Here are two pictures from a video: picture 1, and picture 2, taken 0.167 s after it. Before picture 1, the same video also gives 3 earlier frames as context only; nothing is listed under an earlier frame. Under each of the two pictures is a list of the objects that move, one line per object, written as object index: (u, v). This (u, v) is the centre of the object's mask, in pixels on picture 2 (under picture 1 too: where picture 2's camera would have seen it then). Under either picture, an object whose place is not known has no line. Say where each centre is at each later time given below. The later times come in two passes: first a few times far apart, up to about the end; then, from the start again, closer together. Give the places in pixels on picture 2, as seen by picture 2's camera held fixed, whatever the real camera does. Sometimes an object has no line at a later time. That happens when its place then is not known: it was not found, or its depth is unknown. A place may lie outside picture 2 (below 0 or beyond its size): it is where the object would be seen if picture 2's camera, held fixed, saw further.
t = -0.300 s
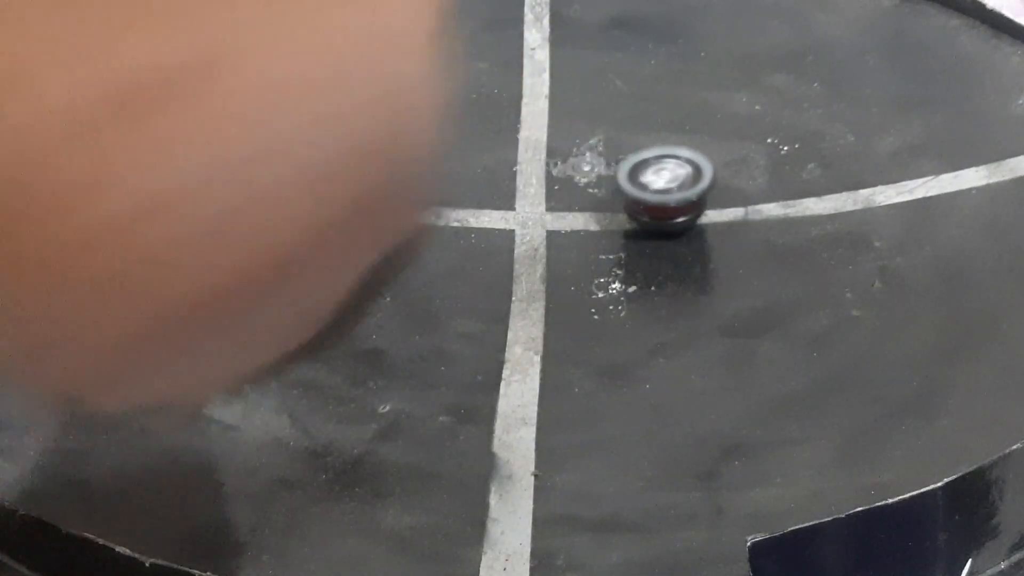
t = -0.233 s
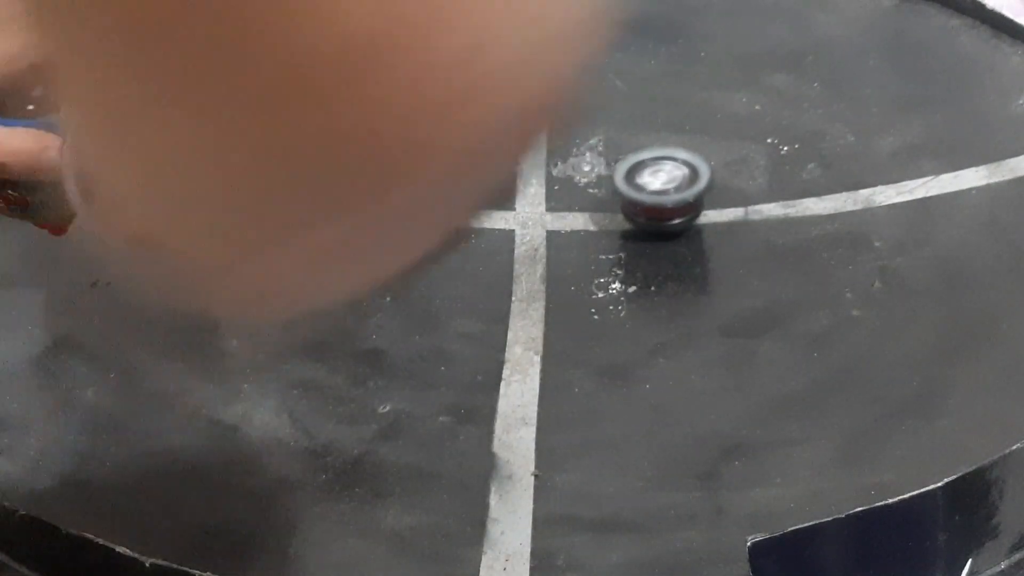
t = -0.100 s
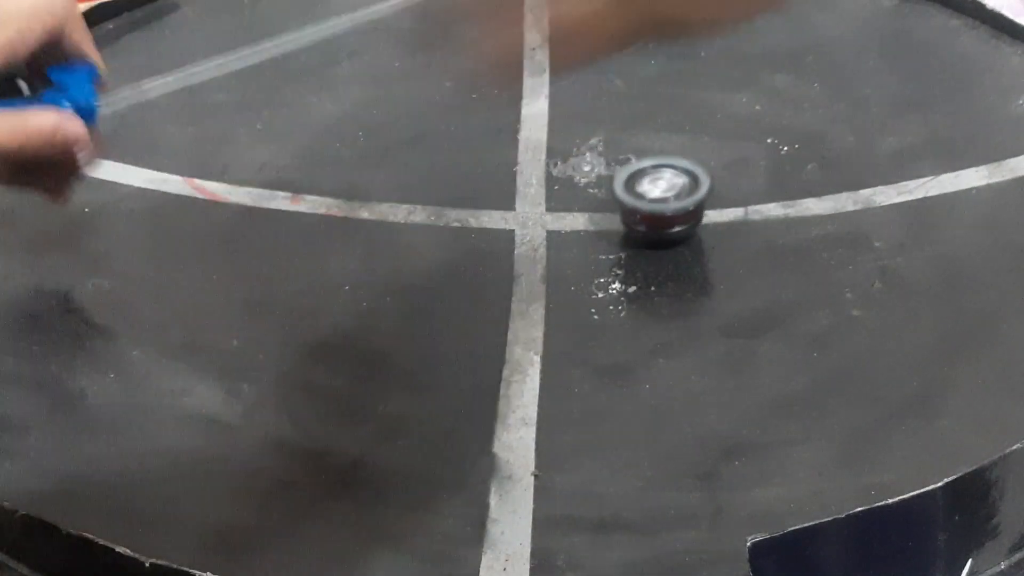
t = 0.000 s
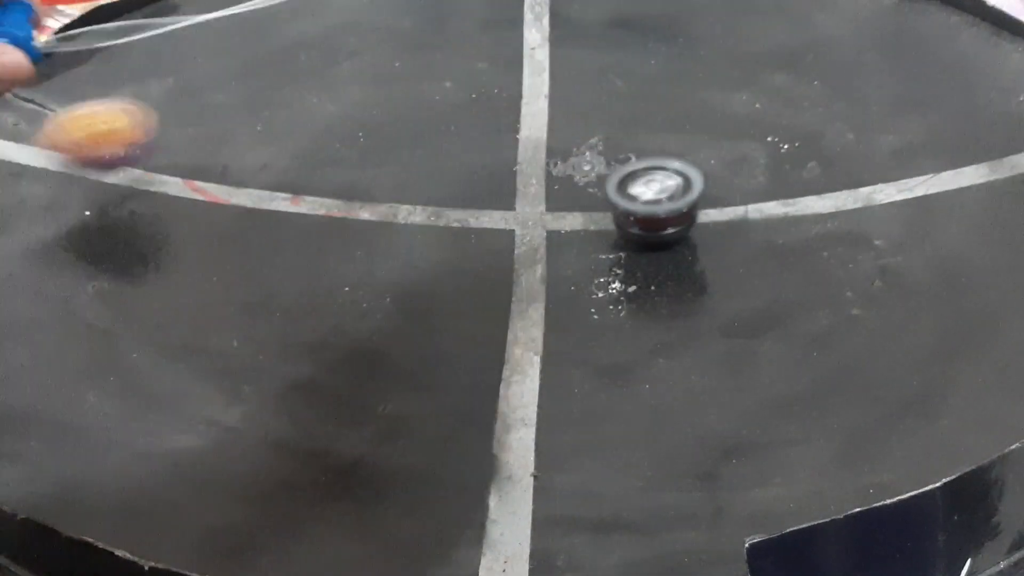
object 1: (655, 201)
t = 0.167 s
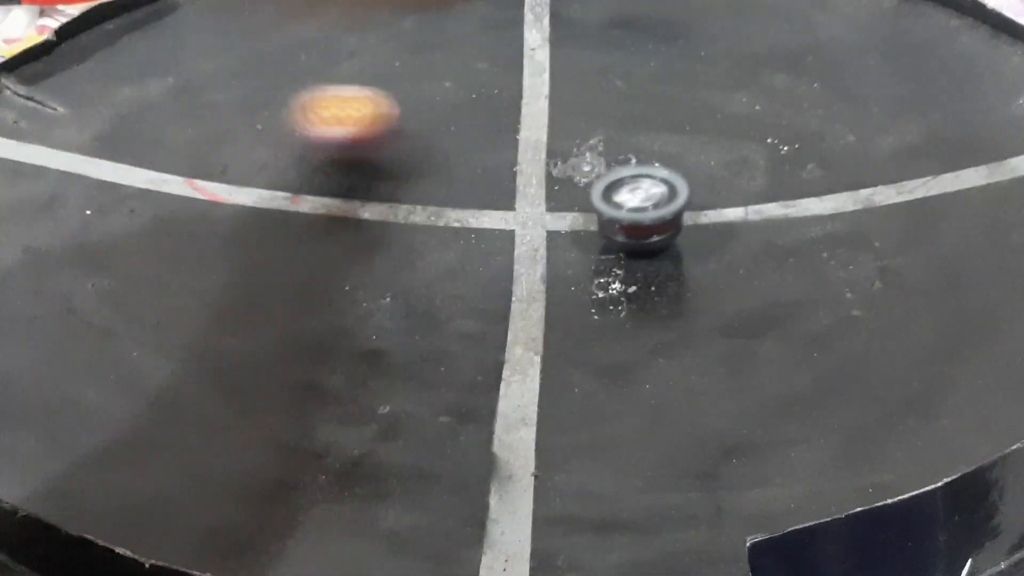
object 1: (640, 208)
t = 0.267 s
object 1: (636, 215)
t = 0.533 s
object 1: (650, 222)
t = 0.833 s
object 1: (646, 233)
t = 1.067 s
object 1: (618, 233)
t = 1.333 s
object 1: (678, 264)
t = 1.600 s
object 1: (784, 230)
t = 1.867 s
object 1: (702, 196)
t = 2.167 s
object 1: (603, 215)
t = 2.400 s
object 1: (561, 240)
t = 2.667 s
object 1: (554, 252)
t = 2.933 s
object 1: (525, 247)
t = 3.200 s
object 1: (376, 160)
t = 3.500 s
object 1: (212, 106)
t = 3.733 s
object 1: (192, 132)
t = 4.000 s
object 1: (295, 167)
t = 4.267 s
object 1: (545, 174)
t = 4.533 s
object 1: (736, 109)
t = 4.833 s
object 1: (758, 42)
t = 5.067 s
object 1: (718, 57)
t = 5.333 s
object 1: (711, 117)
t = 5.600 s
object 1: (725, 190)
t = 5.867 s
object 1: (694, 227)
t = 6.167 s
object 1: (610, 262)
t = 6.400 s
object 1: (541, 264)
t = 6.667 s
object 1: (553, 214)
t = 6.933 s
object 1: (543, 176)
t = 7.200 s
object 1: (543, 153)
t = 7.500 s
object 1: (554, 148)
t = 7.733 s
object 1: (602, 161)
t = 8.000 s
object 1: (642, 185)
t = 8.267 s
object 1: (654, 218)
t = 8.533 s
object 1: (671, 304)
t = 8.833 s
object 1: (584, 344)
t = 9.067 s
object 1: (479, 335)
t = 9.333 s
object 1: (392, 295)
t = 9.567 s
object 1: (369, 238)
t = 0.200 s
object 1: (637, 210)
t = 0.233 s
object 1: (635, 213)
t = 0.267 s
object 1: (636, 215)
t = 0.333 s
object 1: (638, 216)
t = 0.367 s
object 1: (639, 215)
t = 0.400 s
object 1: (641, 217)
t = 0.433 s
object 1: (644, 218)
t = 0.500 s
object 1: (649, 222)
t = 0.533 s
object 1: (650, 222)
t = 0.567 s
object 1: (650, 223)
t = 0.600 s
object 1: (651, 223)
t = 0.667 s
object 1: (653, 225)
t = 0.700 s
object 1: (654, 226)
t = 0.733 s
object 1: (653, 228)
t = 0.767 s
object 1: (651, 230)
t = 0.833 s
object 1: (646, 233)
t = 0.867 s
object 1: (643, 234)
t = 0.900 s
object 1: (642, 234)
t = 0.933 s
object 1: (640, 233)
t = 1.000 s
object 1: (631, 233)
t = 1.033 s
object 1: (624, 233)
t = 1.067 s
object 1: (618, 233)
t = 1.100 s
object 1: (611, 233)
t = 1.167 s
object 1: (600, 231)
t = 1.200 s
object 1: (595, 231)
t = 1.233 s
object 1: (613, 241)
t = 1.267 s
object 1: (640, 247)
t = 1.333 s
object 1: (678, 264)
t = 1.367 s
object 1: (699, 265)
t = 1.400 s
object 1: (718, 264)
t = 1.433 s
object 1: (736, 263)
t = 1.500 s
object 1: (769, 257)
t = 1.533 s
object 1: (781, 245)
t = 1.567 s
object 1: (784, 237)
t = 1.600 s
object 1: (784, 230)
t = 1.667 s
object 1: (775, 217)
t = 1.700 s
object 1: (767, 210)
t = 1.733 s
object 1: (757, 205)
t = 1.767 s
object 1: (745, 202)
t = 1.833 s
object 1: (717, 196)
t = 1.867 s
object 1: (702, 196)
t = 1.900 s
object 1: (687, 196)
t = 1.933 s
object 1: (675, 195)
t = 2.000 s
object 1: (655, 199)
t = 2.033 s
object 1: (646, 201)
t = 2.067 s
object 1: (634, 205)
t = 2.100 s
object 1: (624, 208)
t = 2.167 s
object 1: (603, 215)
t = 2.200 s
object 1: (592, 218)
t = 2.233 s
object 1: (580, 224)
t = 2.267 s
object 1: (572, 229)
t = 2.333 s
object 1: (563, 235)
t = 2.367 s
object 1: (561, 238)
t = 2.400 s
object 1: (561, 240)
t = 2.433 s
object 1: (561, 243)
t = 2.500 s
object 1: (561, 245)
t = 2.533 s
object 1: (560, 247)
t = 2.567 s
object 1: (558, 248)
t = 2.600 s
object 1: (557, 250)
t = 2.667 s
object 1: (554, 252)
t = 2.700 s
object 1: (552, 252)
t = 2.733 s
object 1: (546, 252)
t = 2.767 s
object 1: (541, 250)
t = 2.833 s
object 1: (534, 248)
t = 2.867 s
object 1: (532, 247)
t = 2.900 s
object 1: (529, 248)
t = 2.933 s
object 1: (525, 247)
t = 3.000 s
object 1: (518, 244)
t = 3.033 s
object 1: (515, 242)
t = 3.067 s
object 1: (484, 221)
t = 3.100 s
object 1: (454, 203)
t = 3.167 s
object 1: (403, 173)
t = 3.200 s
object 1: (376, 160)
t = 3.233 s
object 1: (353, 149)
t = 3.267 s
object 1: (330, 143)
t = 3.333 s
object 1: (288, 126)
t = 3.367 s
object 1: (269, 119)
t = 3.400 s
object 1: (252, 112)
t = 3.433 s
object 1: (236, 109)
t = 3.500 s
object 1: (212, 106)
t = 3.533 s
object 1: (204, 106)
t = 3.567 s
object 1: (200, 107)
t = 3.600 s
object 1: (194, 112)
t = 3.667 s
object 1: (190, 119)
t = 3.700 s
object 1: (191, 127)
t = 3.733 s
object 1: (192, 132)
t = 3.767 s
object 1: (195, 137)
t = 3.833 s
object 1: (205, 150)
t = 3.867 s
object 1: (211, 154)
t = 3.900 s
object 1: (219, 157)
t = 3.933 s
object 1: (239, 159)
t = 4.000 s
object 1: (295, 167)
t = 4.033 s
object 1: (324, 170)
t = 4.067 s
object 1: (357, 172)
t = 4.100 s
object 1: (389, 173)
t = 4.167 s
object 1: (452, 173)
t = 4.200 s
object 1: (482, 173)
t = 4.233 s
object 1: (514, 174)
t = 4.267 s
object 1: (545, 174)
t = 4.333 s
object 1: (600, 168)
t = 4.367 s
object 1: (626, 161)
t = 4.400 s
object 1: (653, 155)
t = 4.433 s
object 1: (676, 146)
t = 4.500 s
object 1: (723, 120)
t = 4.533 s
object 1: (736, 109)
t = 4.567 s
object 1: (747, 98)
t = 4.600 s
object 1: (754, 87)
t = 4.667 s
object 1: (767, 68)
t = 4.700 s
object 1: (769, 60)
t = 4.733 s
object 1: (768, 53)
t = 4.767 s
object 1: (766, 49)
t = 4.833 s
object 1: (758, 42)
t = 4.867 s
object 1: (752, 41)
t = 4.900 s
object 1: (747, 41)
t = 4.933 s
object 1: (739, 44)
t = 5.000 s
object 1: (727, 50)
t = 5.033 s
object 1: (723, 53)
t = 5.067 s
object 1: (718, 57)
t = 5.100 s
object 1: (714, 61)
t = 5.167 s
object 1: (708, 74)
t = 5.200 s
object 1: (708, 81)
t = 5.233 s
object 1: (707, 89)
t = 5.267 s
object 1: (708, 98)
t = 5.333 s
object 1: (711, 117)
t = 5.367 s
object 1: (714, 126)
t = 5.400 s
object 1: (718, 137)
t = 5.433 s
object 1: (721, 146)
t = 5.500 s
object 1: (725, 166)
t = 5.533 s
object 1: (725, 175)
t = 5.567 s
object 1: (725, 182)
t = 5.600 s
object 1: (725, 190)
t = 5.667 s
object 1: (725, 206)
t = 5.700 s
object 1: (723, 209)
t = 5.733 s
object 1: (721, 211)
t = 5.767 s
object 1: (717, 214)
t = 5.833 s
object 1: (703, 222)
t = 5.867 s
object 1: (694, 227)
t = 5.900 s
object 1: (687, 232)
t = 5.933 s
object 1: (679, 237)
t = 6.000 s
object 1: (661, 246)
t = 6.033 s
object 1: (652, 249)
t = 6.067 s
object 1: (642, 253)
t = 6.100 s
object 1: (632, 257)
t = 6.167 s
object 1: (610, 262)
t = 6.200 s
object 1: (599, 265)
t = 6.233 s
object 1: (586, 268)
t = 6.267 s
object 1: (575, 269)
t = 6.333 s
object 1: (551, 270)
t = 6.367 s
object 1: (541, 270)
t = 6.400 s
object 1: (541, 264)
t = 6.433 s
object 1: (552, 257)
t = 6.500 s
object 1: (558, 242)
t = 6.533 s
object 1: (557, 235)
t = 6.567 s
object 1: (557, 230)
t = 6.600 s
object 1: (556, 224)
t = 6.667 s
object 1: (553, 214)
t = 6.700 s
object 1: (551, 209)
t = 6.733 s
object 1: (549, 204)
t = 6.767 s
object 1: (548, 199)
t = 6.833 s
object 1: (546, 188)
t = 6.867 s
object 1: (545, 183)
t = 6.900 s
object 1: (544, 179)
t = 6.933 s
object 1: (543, 176)
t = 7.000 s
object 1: (542, 168)
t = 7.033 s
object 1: (542, 166)
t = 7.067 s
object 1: (542, 163)
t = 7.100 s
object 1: (541, 160)
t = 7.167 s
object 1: (542, 155)
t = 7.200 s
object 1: (543, 153)
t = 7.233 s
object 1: (544, 152)
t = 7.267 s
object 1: (546, 151)
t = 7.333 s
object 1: (548, 147)
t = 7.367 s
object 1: (549, 147)
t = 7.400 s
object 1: (549, 147)
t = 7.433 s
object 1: (550, 147)
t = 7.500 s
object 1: (554, 148)
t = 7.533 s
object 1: (559, 149)
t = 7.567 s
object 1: (569, 153)
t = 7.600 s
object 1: (577, 154)
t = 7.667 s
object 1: (590, 158)
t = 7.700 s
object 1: (596, 159)
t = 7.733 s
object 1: (602, 161)
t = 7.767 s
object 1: (608, 164)
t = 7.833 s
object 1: (619, 169)
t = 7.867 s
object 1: (625, 170)
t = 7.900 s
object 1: (629, 174)
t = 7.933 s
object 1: (634, 176)
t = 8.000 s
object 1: (642, 185)
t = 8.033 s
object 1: (644, 188)
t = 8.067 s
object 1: (647, 191)
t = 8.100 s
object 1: (650, 195)
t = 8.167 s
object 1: (653, 203)
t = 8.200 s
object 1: (653, 205)
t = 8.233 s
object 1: (653, 209)
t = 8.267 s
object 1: (654, 218)
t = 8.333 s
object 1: (666, 251)
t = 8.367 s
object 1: (672, 263)
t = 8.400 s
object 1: (676, 273)
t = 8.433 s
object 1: (677, 281)
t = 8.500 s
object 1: (675, 297)
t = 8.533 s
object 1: (671, 304)
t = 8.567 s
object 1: (665, 311)
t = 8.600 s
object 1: (658, 317)
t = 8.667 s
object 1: (641, 328)
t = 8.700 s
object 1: (631, 334)
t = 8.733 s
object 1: (618, 338)
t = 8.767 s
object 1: (607, 341)
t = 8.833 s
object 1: (584, 344)
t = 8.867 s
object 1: (571, 346)
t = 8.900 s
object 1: (557, 347)
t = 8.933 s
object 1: (543, 344)
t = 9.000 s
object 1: (510, 343)
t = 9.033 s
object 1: (494, 339)
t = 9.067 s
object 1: (479, 335)
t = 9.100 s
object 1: (464, 333)
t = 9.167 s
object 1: (437, 325)
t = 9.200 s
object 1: (426, 320)
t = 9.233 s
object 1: (415, 314)
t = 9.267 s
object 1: (406, 308)
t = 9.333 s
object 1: (392, 295)
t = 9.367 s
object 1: (386, 287)
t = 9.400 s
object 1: (381, 279)
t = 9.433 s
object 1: (377, 270)
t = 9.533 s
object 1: (369, 248)
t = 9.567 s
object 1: (369, 238)
